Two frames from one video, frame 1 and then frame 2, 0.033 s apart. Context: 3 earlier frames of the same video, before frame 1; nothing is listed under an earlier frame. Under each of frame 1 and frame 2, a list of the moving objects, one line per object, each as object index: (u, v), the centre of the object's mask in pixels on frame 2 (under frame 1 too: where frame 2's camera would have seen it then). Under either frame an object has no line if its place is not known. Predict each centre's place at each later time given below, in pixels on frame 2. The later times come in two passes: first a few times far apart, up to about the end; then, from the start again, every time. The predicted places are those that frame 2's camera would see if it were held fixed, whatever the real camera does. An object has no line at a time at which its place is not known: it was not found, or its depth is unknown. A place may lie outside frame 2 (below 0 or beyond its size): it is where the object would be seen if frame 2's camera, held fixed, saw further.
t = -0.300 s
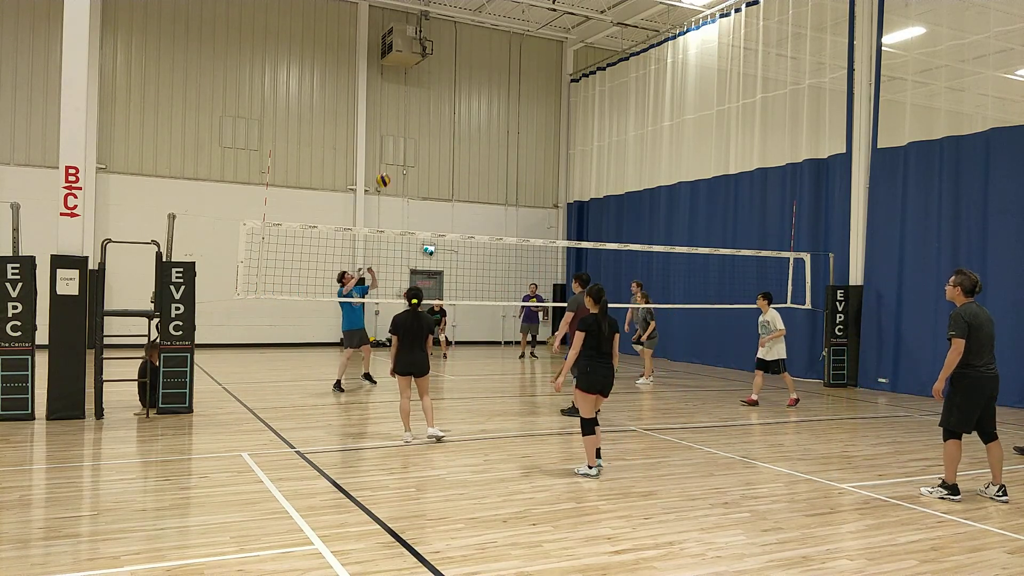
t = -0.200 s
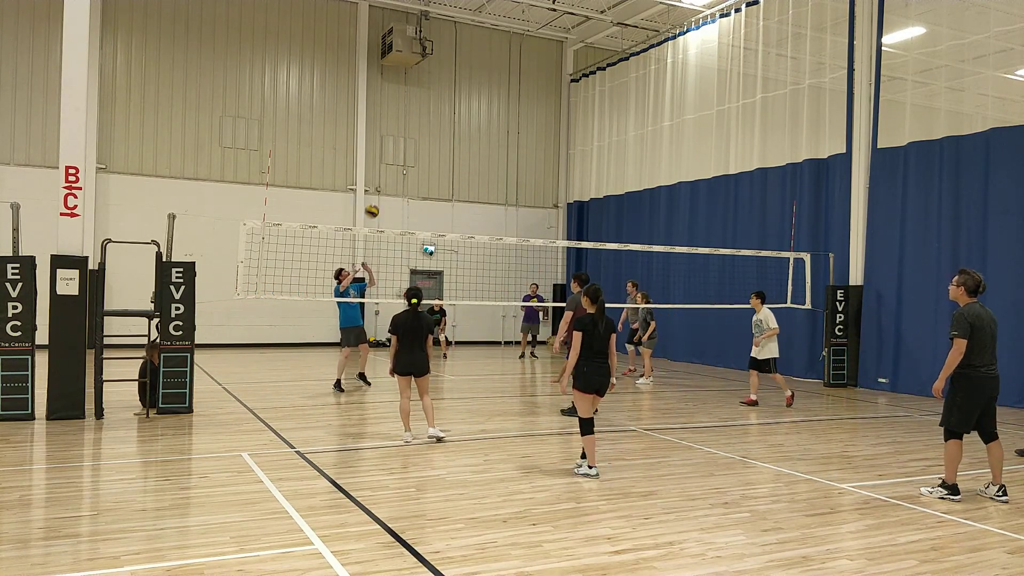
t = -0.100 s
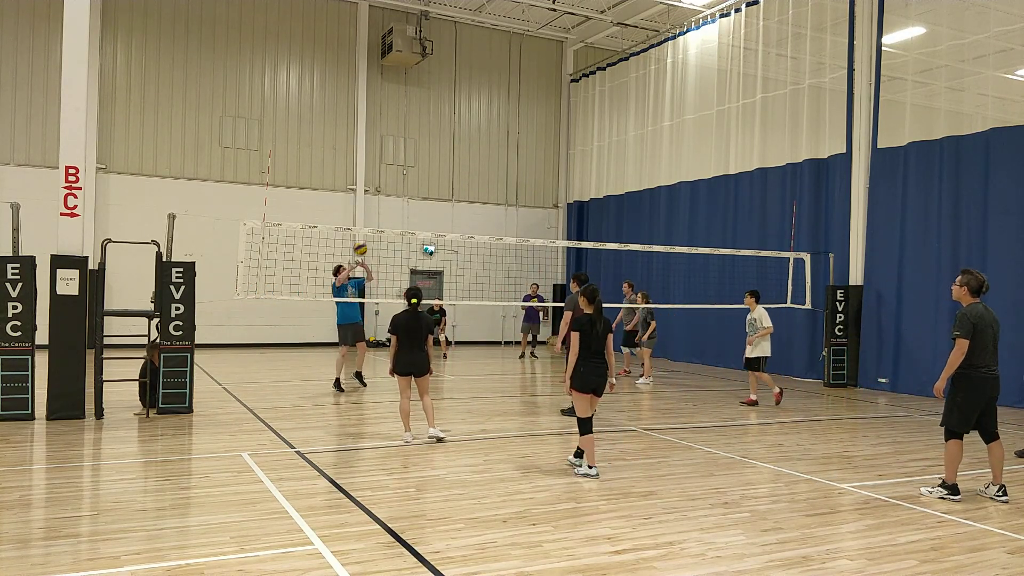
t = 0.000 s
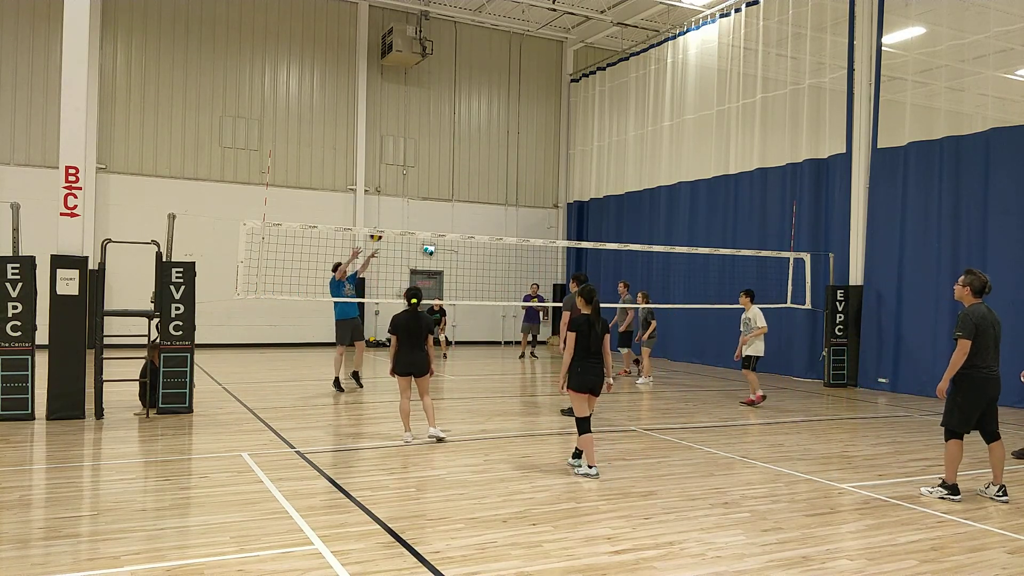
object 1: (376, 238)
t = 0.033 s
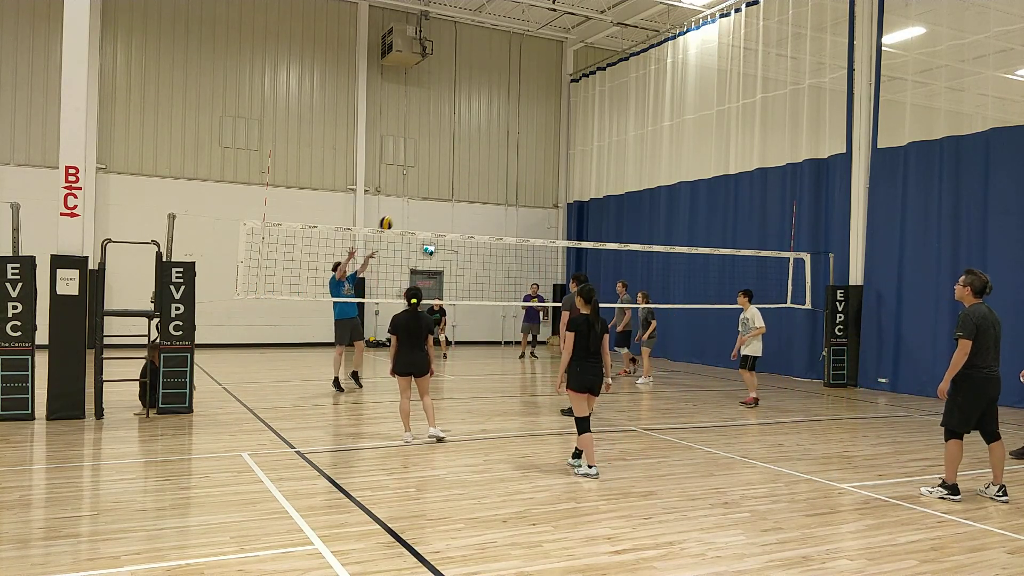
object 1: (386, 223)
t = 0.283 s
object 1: (460, 164)
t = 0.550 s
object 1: (549, 146)
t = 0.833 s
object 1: (659, 195)
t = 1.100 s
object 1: (782, 327)
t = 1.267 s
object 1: (872, 467)
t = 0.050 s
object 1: (390, 219)
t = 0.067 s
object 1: (395, 214)
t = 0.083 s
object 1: (400, 209)
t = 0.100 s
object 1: (405, 204)
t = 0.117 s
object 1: (410, 200)
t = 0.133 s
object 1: (415, 196)
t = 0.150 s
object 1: (419, 191)
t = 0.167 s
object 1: (424, 188)
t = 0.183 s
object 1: (429, 184)
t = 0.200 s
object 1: (434, 180)
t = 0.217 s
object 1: (439, 177)
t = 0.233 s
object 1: (444, 173)
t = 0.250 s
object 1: (449, 170)
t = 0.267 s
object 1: (454, 167)
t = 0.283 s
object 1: (460, 164)
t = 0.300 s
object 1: (465, 161)
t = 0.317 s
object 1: (470, 159)
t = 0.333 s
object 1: (476, 157)
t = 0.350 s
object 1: (480, 155)
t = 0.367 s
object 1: (486, 153)
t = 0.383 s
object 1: (492, 151)
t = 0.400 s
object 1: (497, 150)
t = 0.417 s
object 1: (503, 149)
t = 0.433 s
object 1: (508, 147)
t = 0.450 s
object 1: (514, 147)
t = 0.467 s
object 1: (520, 146)
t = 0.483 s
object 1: (525, 145)
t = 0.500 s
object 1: (531, 145)
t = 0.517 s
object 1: (537, 145)
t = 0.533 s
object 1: (543, 146)
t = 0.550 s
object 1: (549, 146)
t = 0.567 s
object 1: (554, 147)
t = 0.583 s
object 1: (560, 148)
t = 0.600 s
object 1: (566, 149)
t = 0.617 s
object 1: (572, 151)
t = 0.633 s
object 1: (579, 152)
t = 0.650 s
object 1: (585, 154)
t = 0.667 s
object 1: (591, 157)
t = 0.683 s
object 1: (598, 159)
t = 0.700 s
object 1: (605, 162)
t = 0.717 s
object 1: (611, 165)
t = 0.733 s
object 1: (618, 168)
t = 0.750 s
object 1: (624, 172)
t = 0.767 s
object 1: (631, 176)
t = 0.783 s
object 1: (638, 180)
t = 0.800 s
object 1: (646, 186)
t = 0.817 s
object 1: (653, 190)
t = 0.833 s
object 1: (659, 195)
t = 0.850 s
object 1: (666, 200)
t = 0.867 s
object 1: (674, 206)
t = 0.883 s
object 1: (681, 212)
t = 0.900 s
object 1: (688, 219)
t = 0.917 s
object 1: (695, 226)
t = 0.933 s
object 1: (703, 233)
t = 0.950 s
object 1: (710, 240)
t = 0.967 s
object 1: (718, 248)
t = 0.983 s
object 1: (726, 257)
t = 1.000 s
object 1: (734, 266)
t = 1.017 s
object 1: (742, 275)
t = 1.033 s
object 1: (750, 285)
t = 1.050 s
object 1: (757, 294)
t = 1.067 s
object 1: (766, 305)
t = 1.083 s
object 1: (774, 317)
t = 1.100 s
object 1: (782, 327)
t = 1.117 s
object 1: (791, 339)
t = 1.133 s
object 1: (800, 351)
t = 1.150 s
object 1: (809, 364)
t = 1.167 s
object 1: (817, 376)
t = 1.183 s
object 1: (826, 390)
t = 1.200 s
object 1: (835, 404)
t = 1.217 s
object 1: (844, 418)
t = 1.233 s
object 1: (852, 433)
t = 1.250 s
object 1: (862, 450)
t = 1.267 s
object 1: (872, 467)
